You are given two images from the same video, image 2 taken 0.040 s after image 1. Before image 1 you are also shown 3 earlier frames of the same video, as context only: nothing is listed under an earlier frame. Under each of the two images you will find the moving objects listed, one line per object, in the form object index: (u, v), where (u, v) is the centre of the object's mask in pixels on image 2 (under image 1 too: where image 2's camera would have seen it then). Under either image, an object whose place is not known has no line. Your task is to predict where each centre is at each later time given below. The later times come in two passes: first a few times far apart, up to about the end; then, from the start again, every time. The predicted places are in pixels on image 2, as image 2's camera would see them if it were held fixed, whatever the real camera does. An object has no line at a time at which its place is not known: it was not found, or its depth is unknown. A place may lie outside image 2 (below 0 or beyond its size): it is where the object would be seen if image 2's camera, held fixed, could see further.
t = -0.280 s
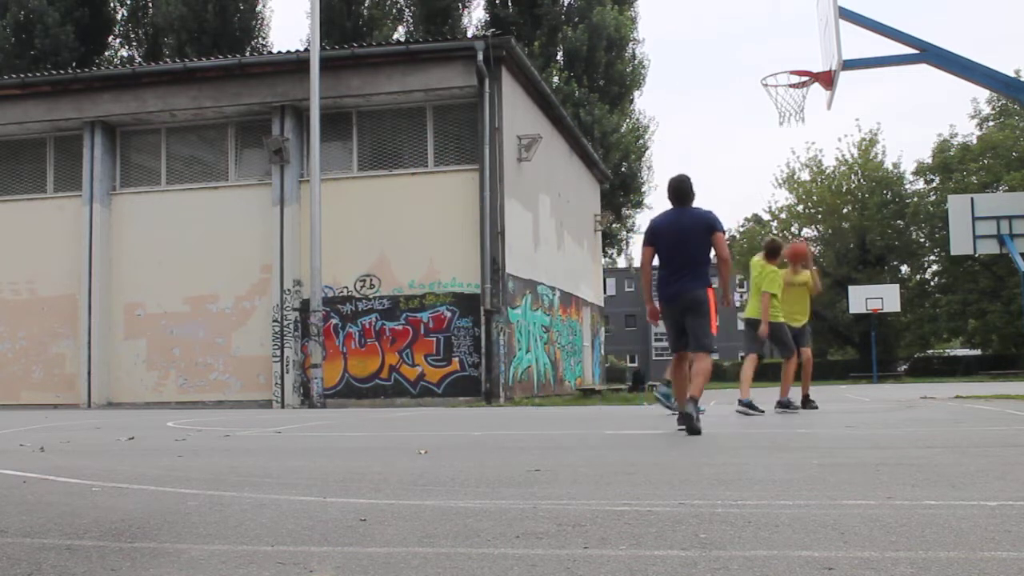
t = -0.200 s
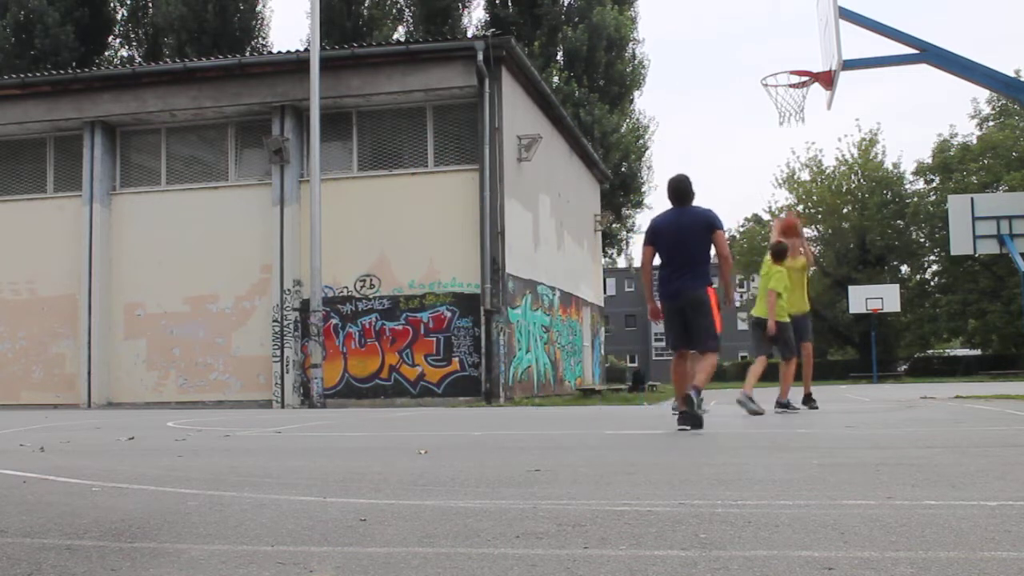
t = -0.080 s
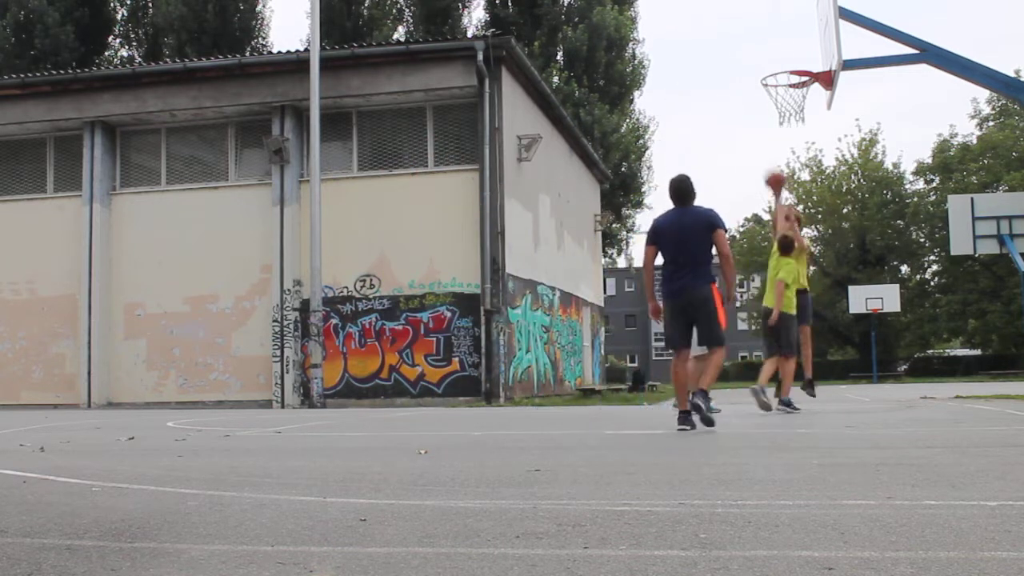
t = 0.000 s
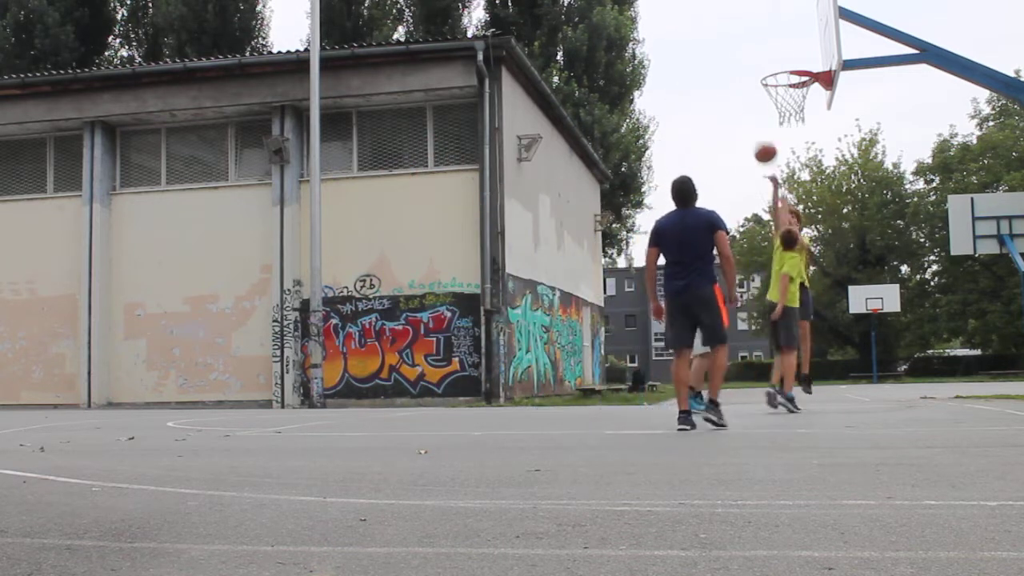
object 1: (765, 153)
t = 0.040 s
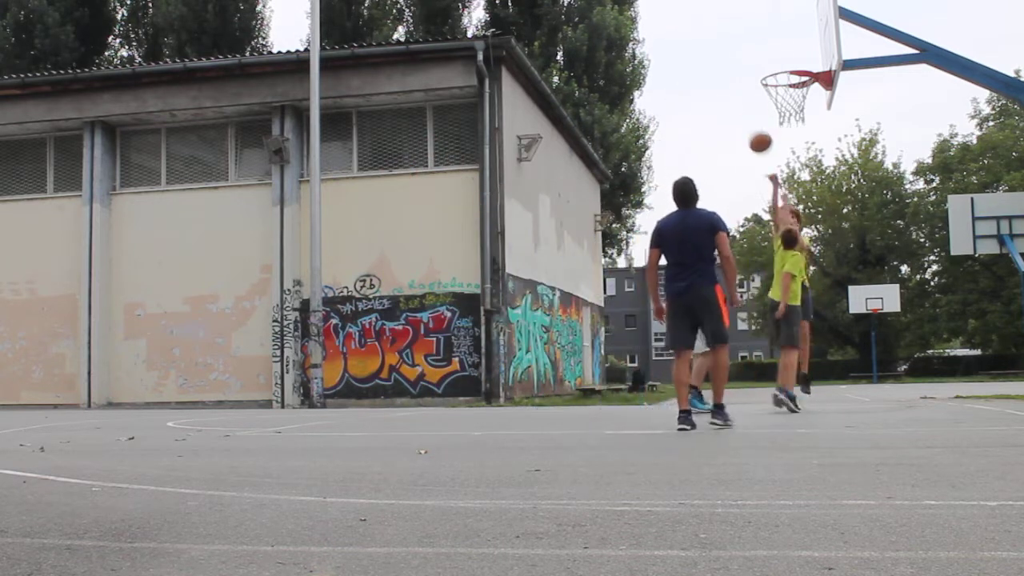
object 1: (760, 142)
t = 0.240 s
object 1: (734, 109)
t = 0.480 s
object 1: (700, 120)
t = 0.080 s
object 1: (755, 133)
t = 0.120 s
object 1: (750, 125)
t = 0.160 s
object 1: (744, 118)
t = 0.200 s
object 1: (739, 113)
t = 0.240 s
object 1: (734, 109)
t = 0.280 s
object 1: (728, 107)
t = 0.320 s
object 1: (723, 106)
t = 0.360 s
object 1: (717, 107)
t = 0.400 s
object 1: (712, 110)
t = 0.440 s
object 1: (706, 114)
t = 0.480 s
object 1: (700, 120)
